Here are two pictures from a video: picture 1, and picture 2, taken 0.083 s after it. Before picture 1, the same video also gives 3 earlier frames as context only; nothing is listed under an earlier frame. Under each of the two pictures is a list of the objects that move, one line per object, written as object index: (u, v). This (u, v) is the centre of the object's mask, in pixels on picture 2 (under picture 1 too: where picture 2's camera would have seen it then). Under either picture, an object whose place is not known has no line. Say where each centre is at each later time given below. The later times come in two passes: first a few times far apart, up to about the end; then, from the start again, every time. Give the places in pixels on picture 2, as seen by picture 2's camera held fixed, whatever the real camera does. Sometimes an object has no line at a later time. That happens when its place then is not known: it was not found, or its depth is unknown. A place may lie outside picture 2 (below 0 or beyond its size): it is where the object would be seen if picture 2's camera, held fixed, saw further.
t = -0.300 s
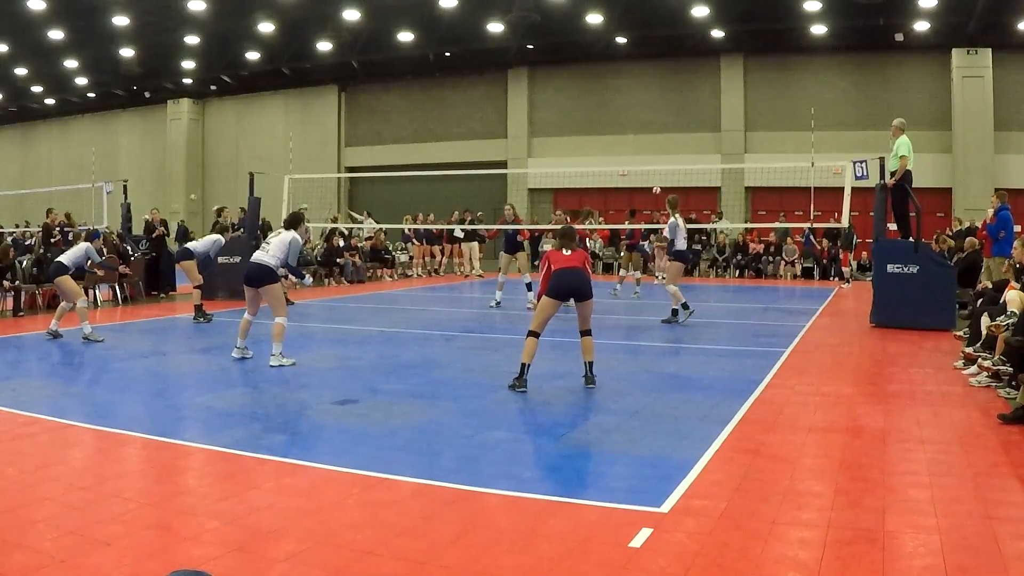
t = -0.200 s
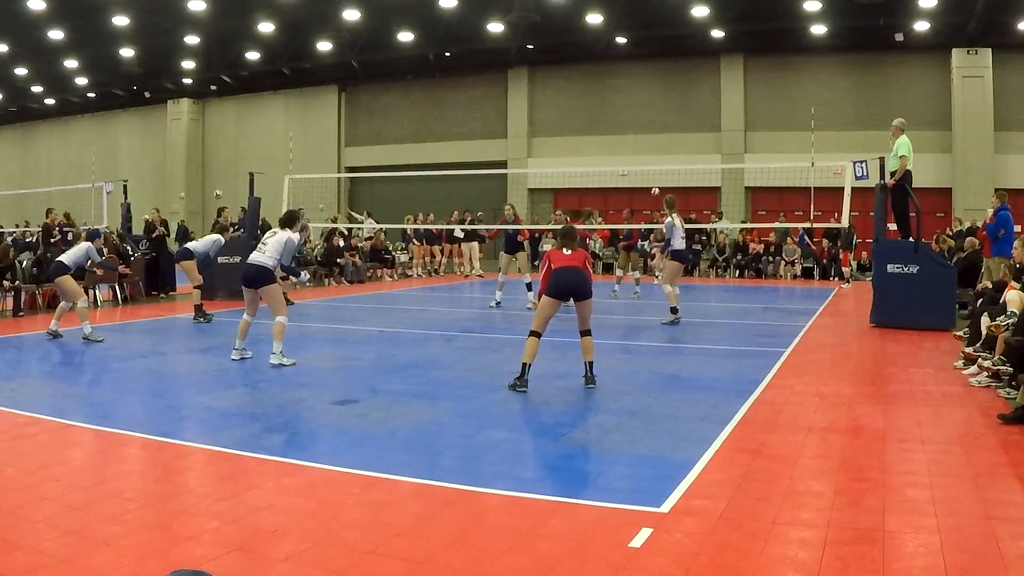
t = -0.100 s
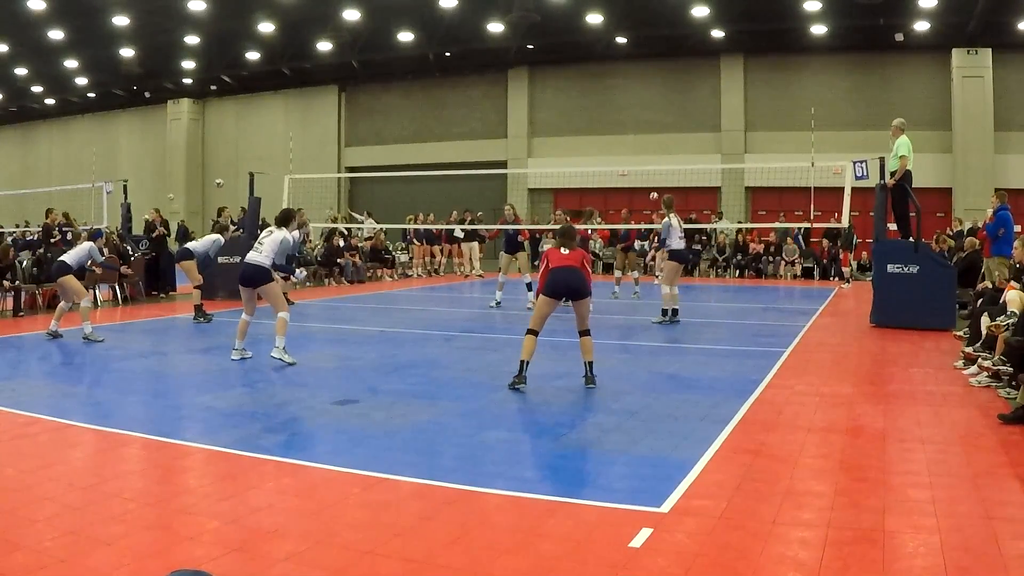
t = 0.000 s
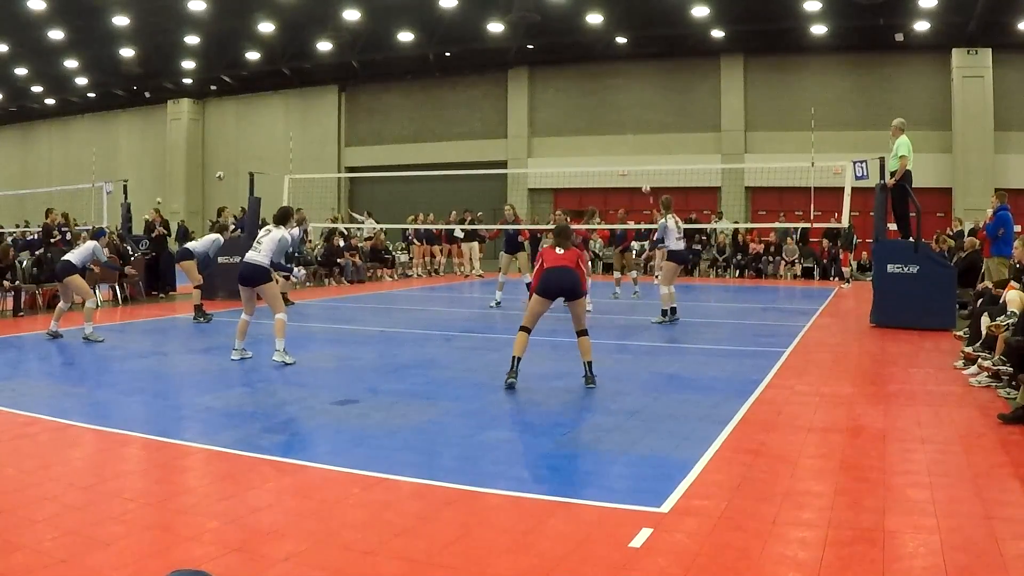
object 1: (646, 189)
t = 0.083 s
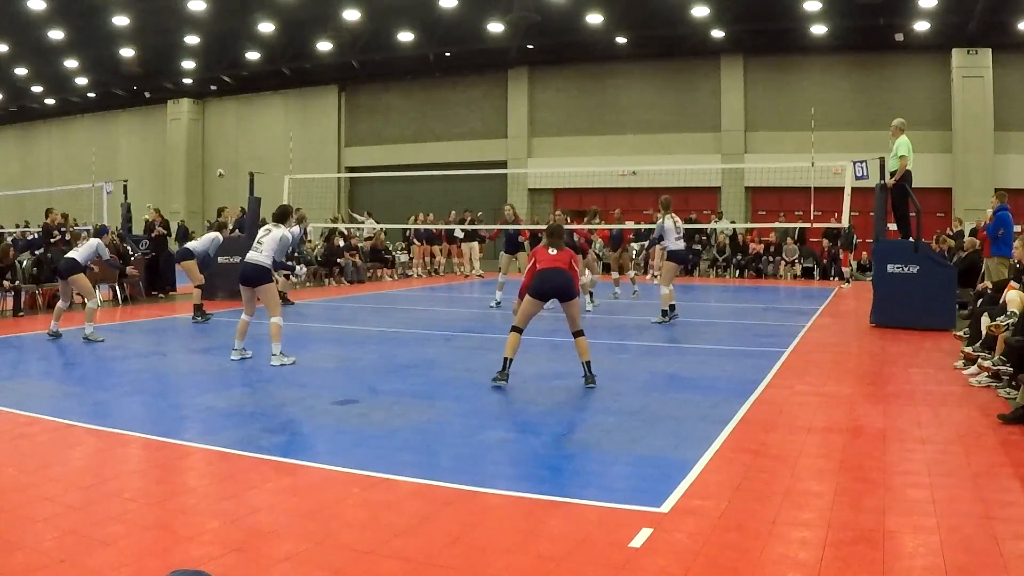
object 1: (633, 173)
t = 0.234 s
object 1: (607, 141)
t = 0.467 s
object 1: (565, 109)
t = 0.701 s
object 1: (518, 95)
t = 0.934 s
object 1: (462, 103)
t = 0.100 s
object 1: (630, 167)
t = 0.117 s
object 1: (628, 163)
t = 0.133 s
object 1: (625, 160)
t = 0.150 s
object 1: (622, 157)
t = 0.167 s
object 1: (619, 154)
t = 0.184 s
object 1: (616, 151)
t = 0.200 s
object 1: (613, 148)
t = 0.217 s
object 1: (610, 144)
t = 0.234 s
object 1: (607, 141)
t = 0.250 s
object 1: (604, 138)
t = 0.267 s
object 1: (601, 135)
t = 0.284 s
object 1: (598, 133)
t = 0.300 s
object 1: (596, 130)
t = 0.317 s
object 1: (592, 127)
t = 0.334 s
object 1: (589, 125)
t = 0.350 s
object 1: (586, 123)
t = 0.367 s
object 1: (583, 120)
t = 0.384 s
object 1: (580, 118)
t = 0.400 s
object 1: (577, 116)
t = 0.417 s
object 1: (574, 114)
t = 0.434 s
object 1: (571, 112)
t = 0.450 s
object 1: (568, 110)
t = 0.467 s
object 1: (565, 109)
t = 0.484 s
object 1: (562, 107)
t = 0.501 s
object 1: (558, 106)
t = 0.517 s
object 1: (555, 104)
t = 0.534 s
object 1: (552, 103)
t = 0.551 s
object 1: (549, 102)
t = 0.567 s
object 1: (546, 100)
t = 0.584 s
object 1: (542, 99)
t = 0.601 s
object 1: (539, 98)
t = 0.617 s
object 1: (536, 97)
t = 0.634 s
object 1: (532, 97)
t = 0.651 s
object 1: (528, 96)
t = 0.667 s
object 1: (525, 96)
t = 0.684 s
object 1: (522, 95)
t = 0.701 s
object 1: (518, 95)
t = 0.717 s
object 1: (514, 95)
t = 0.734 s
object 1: (510, 95)
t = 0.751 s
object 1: (507, 94)
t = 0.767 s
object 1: (503, 94)
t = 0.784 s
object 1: (499, 94)
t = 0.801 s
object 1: (496, 95)
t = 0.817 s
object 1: (491, 95)
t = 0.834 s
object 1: (487, 96)
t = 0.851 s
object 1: (483, 97)
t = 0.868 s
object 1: (479, 98)
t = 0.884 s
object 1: (475, 99)
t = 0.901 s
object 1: (471, 100)
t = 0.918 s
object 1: (466, 101)
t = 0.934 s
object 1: (462, 103)
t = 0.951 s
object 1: (457, 104)
